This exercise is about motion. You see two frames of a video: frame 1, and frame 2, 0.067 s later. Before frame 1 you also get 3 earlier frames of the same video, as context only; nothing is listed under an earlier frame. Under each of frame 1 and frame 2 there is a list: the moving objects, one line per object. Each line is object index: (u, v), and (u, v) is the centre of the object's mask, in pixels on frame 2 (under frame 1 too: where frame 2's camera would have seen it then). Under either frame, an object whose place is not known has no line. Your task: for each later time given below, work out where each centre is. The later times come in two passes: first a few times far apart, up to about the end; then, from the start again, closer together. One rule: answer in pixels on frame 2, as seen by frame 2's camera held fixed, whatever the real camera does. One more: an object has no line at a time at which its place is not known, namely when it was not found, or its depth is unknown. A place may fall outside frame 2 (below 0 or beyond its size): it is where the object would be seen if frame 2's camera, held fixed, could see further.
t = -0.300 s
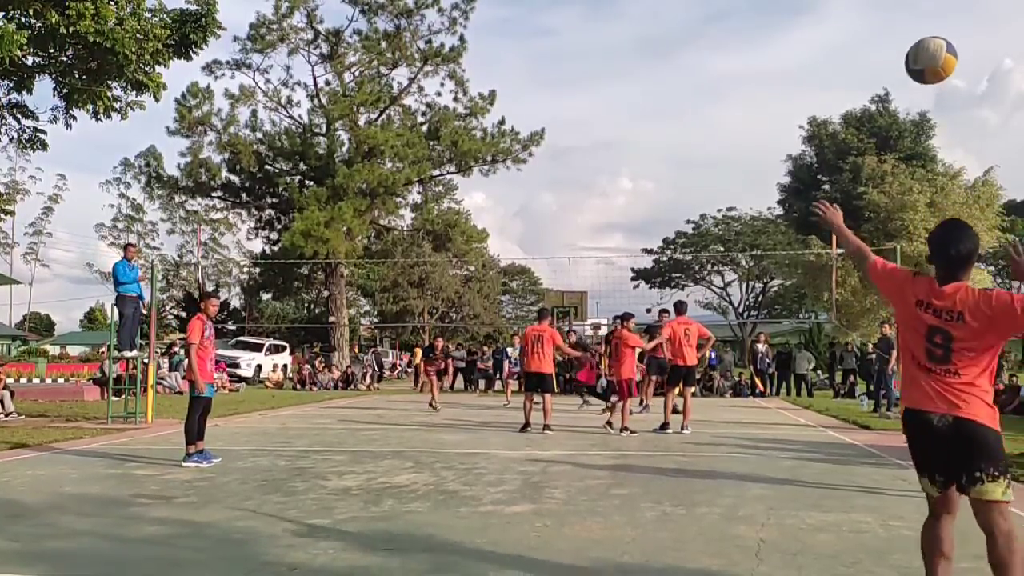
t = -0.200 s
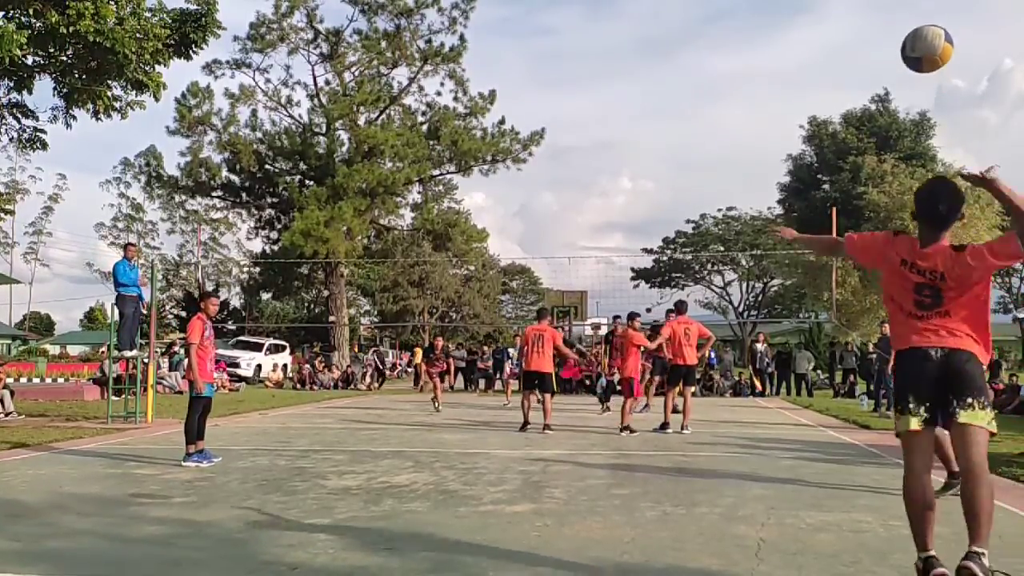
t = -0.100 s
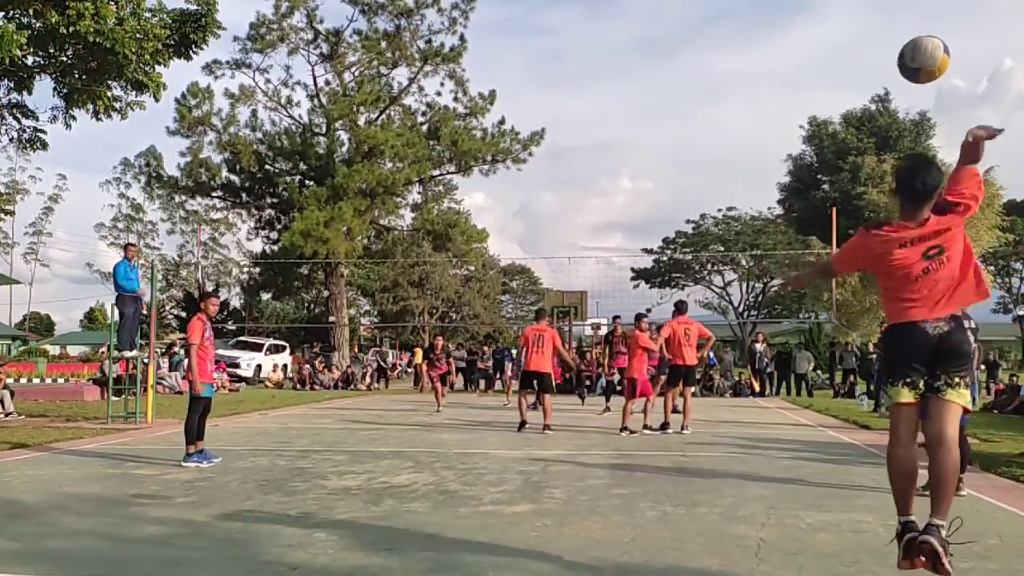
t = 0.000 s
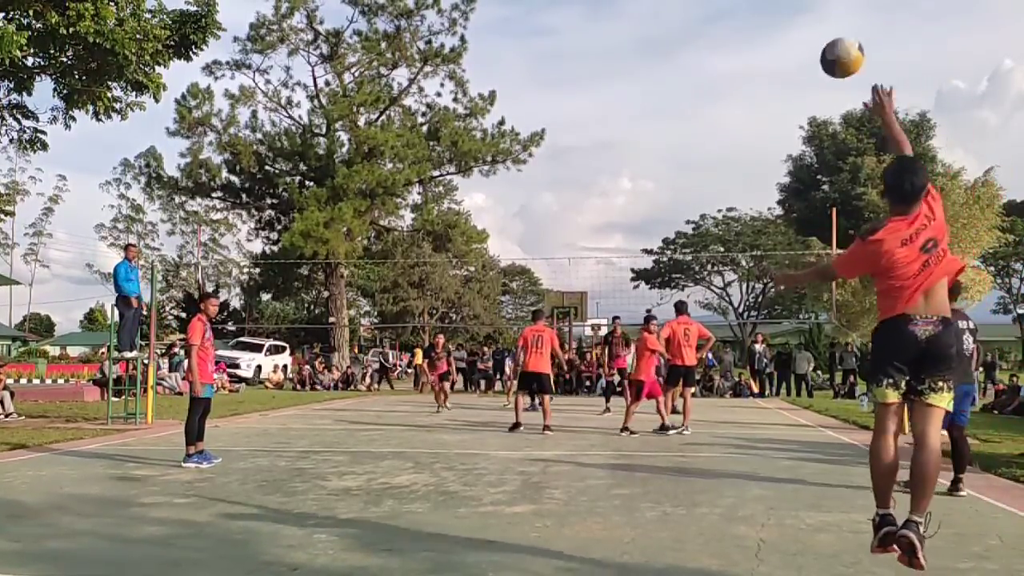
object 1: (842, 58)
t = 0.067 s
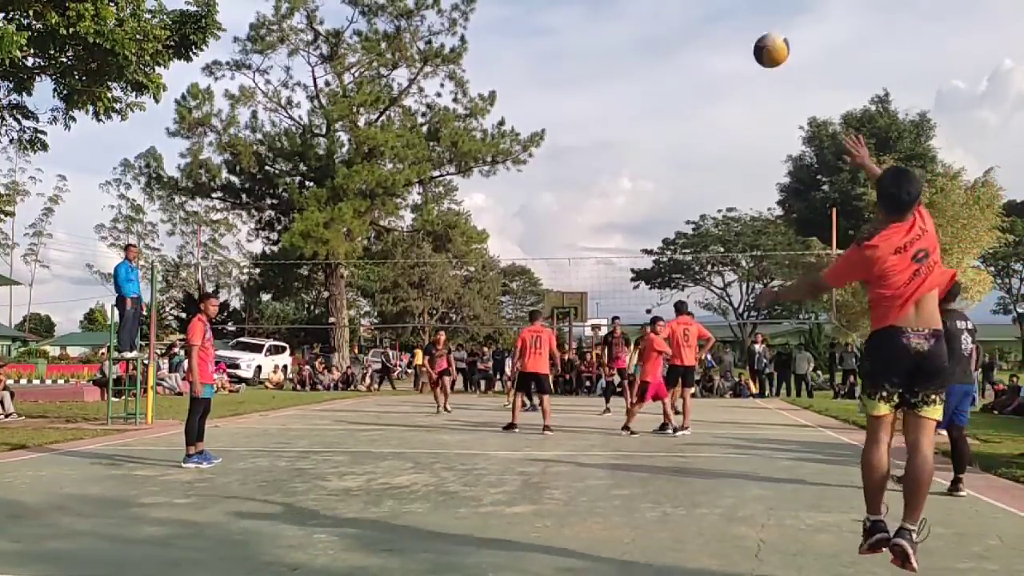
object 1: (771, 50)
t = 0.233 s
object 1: (665, 57)
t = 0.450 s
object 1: (601, 95)
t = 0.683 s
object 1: (564, 158)
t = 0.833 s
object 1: (549, 204)
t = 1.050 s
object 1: (536, 276)
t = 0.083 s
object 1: (757, 50)
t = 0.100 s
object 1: (744, 49)
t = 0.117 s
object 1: (731, 50)
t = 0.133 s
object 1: (720, 50)
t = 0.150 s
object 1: (709, 50)
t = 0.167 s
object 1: (699, 51)
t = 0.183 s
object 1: (690, 52)
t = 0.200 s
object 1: (681, 53)
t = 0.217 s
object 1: (673, 55)
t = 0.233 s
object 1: (665, 57)
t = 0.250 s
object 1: (658, 59)
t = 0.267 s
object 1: (652, 61)
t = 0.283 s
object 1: (646, 63)
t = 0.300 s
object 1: (640, 66)
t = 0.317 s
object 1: (634, 68)
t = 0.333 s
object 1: (629, 71)
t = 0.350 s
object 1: (625, 75)
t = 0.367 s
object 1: (620, 78)
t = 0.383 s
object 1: (616, 81)
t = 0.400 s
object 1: (612, 85)
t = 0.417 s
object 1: (609, 88)
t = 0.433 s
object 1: (605, 92)
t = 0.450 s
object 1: (601, 95)
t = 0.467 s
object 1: (598, 99)
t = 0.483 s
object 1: (595, 103)
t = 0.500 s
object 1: (592, 107)
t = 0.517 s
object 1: (589, 111)
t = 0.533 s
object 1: (586, 116)
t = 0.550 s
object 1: (583, 120)
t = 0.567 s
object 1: (581, 124)
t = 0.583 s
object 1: (578, 129)
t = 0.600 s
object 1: (576, 134)
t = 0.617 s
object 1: (573, 138)
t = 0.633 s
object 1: (571, 143)
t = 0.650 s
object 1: (568, 148)
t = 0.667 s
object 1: (566, 153)
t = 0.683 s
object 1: (564, 158)
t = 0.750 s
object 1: (556, 178)
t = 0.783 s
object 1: (553, 189)
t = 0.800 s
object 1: (552, 194)
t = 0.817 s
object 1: (551, 199)
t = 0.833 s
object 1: (549, 204)
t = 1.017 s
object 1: (536, 266)
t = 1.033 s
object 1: (536, 269)
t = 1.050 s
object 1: (536, 276)
